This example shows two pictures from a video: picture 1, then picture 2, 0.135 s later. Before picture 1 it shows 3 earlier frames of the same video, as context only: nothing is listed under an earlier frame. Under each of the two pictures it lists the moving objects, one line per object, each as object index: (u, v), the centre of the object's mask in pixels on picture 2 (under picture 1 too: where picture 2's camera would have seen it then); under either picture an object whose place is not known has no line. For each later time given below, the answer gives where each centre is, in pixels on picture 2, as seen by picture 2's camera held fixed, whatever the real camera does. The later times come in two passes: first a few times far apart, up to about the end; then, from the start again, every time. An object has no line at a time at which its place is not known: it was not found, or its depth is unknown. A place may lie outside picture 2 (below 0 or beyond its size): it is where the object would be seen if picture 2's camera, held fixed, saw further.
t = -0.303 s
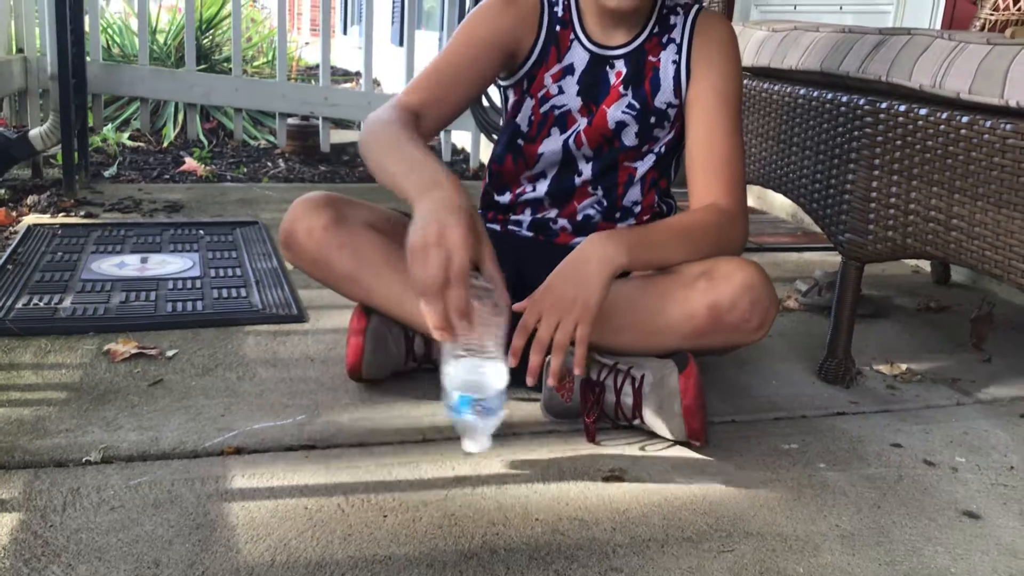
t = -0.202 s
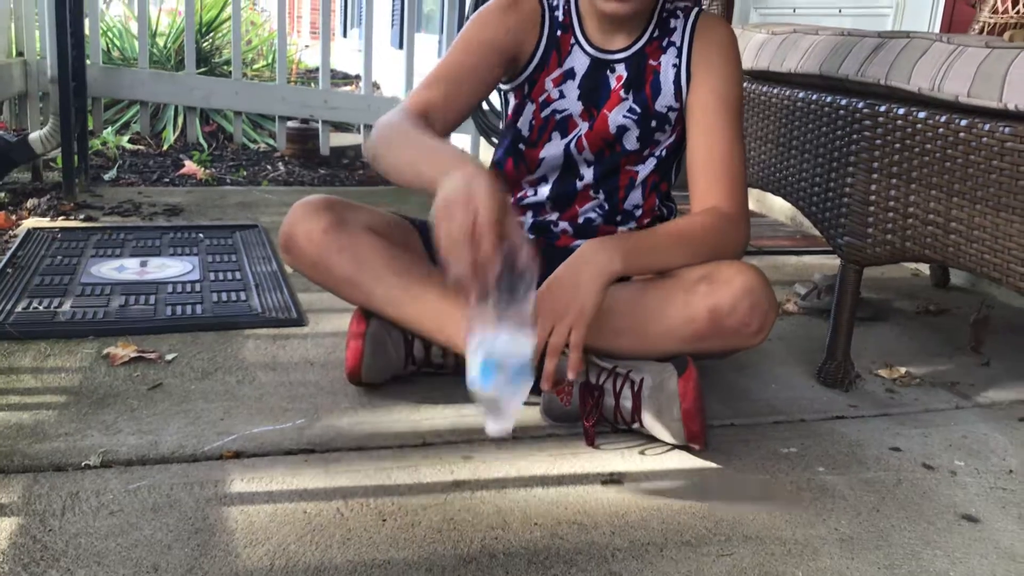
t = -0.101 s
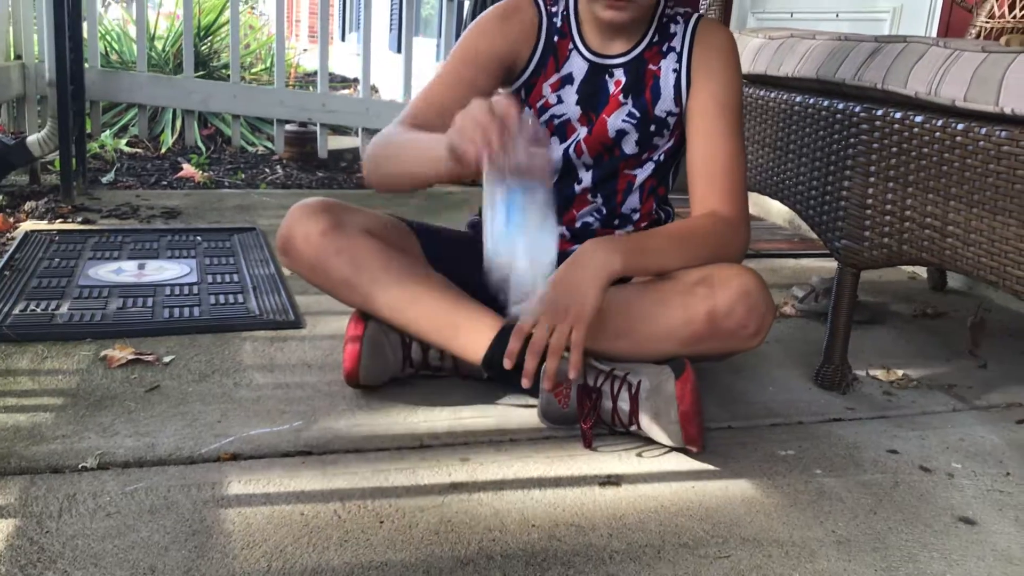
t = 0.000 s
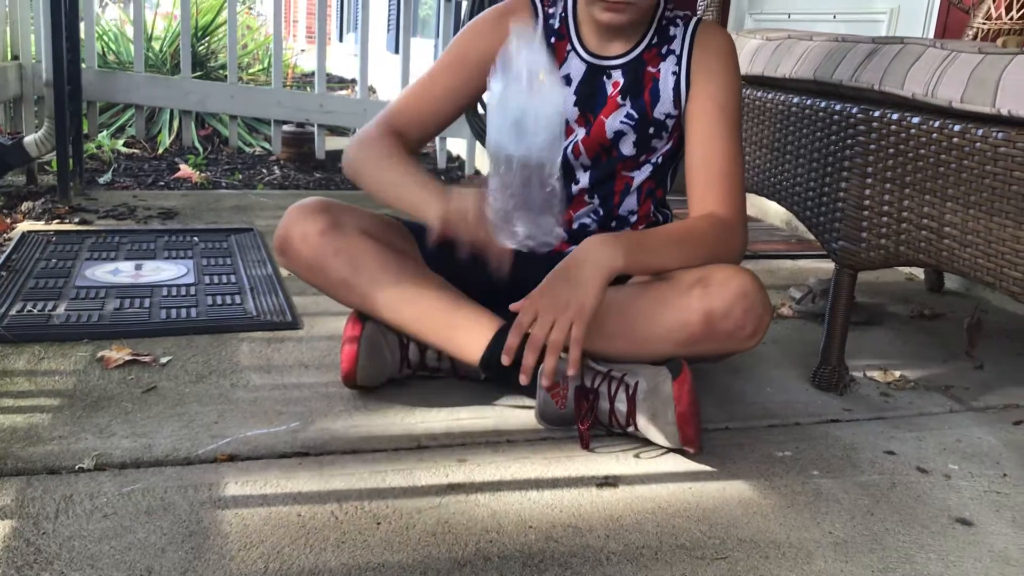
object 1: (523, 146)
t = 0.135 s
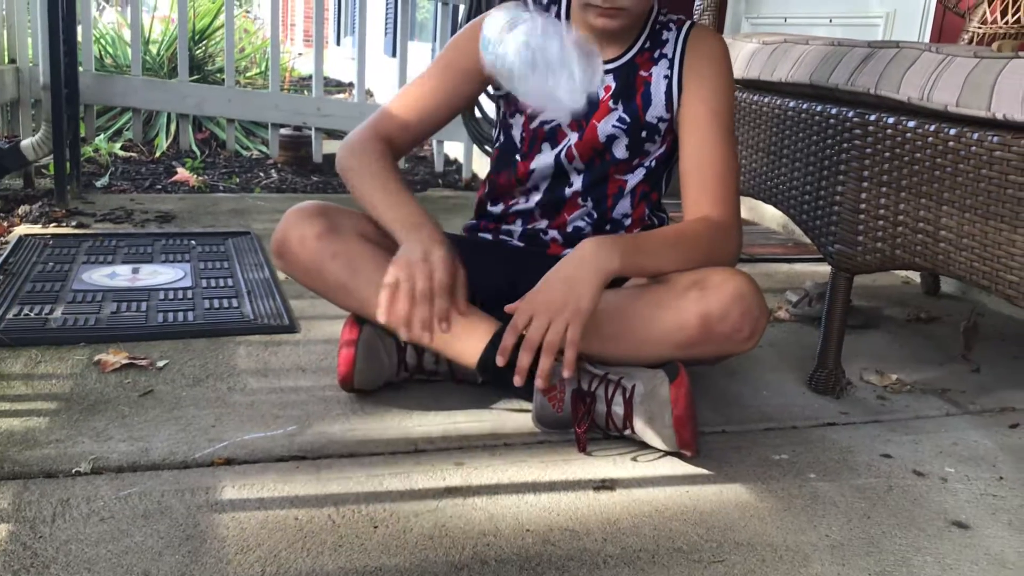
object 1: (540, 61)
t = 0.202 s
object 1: (533, 90)
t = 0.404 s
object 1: (495, 469)
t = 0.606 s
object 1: (490, 551)
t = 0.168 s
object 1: (538, 66)
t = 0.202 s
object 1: (533, 90)
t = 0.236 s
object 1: (527, 130)
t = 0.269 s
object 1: (516, 198)
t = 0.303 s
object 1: (507, 264)
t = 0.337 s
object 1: (498, 349)
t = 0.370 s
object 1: (489, 447)
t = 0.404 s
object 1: (495, 469)
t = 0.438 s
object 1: (495, 528)
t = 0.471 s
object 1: (484, 544)
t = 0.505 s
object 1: (482, 543)
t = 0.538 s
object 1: (489, 550)
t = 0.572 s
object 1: (491, 551)
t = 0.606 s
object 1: (490, 551)
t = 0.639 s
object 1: (489, 552)
